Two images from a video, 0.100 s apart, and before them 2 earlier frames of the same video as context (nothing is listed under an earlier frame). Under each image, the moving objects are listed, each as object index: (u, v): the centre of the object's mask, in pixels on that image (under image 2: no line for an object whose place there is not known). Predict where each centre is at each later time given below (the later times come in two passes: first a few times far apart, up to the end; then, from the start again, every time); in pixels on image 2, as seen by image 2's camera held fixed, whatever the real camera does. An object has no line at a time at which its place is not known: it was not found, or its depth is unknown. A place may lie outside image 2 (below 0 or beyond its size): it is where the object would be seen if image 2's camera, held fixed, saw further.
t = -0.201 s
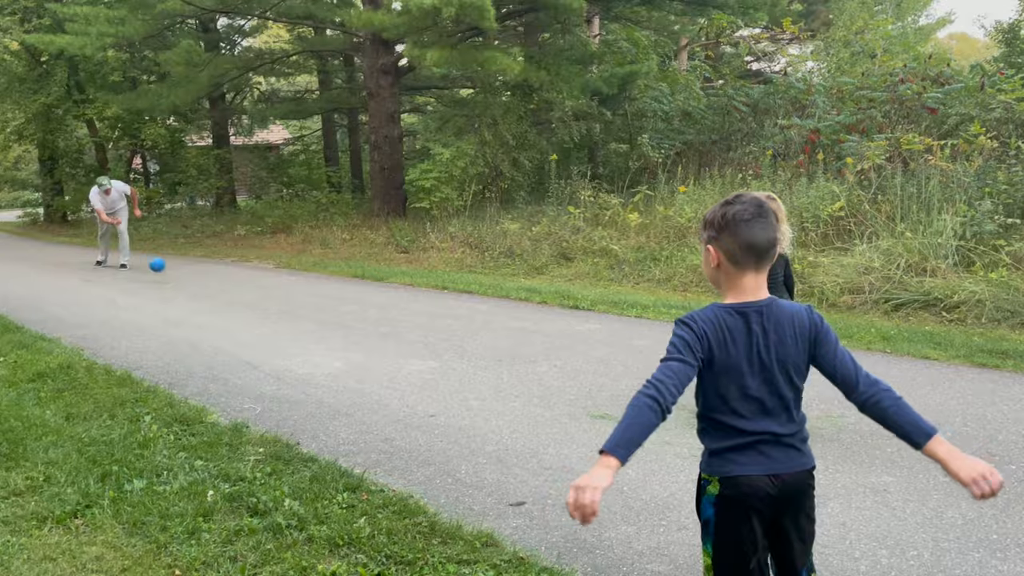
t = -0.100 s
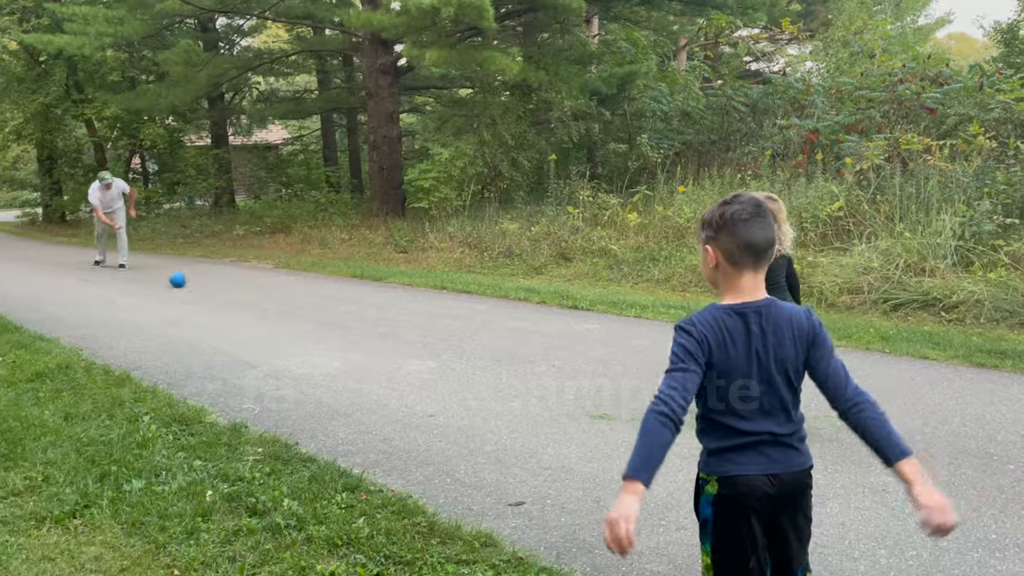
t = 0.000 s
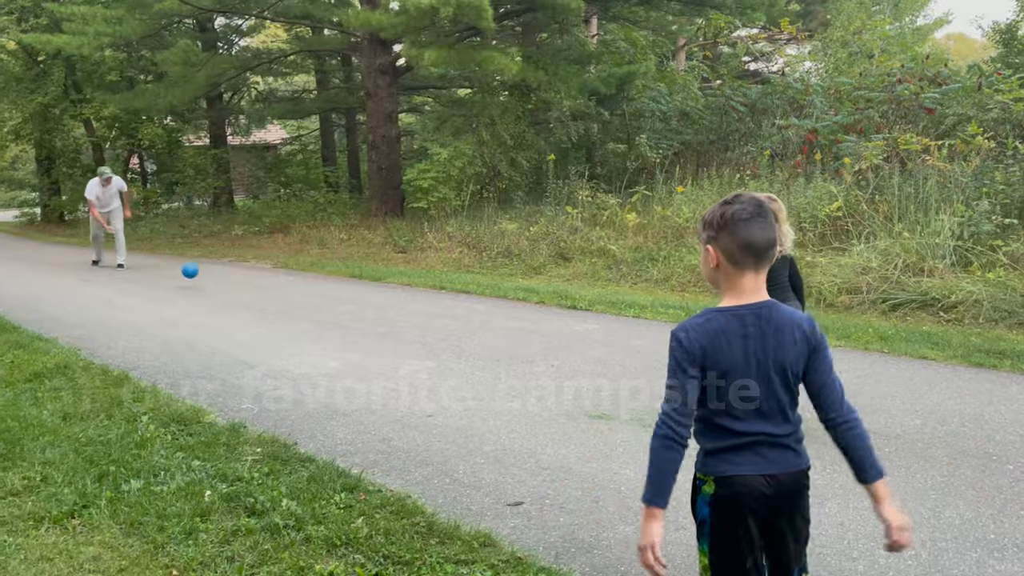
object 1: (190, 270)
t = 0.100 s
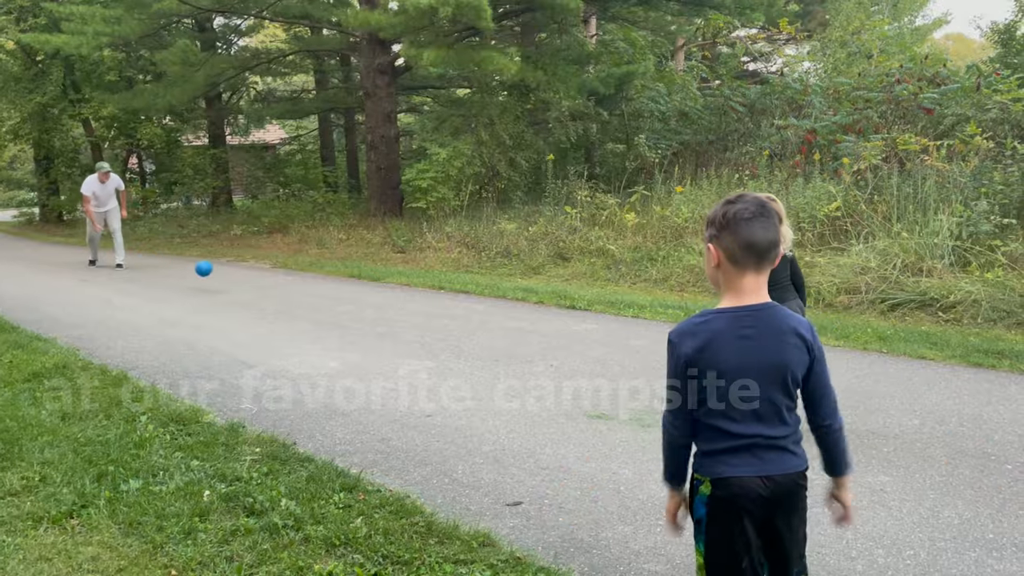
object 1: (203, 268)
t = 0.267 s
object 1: (230, 285)
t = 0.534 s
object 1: (275, 288)
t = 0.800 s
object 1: (322, 296)
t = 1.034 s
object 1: (365, 303)
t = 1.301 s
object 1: (417, 314)
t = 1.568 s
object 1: (471, 321)
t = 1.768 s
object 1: (513, 327)
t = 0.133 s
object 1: (208, 270)
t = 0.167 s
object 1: (213, 272)
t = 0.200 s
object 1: (219, 275)
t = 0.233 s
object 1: (225, 279)
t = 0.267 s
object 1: (230, 285)
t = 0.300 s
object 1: (236, 290)
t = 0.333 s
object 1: (242, 287)
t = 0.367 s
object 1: (247, 285)
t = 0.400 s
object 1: (252, 283)
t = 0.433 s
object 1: (258, 283)
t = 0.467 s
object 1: (263, 283)
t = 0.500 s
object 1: (269, 285)
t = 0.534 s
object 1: (275, 288)
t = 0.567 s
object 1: (281, 293)
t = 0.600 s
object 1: (287, 297)
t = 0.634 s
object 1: (293, 296)
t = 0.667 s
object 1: (298, 294)
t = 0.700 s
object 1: (304, 293)
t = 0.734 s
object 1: (310, 293)
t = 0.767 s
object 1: (316, 294)
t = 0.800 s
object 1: (322, 296)
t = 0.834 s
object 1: (328, 300)
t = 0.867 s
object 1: (334, 304)
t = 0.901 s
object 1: (340, 305)
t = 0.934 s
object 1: (346, 303)
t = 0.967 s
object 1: (352, 302)
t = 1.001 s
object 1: (359, 302)
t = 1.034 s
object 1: (365, 303)
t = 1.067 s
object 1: (371, 306)
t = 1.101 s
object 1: (378, 310)
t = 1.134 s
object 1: (384, 312)
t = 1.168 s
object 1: (391, 310)
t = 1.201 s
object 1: (397, 309)
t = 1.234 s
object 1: (404, 309)
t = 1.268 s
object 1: (410, 311)
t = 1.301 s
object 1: (417, 314)
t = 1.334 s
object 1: (424, 318)
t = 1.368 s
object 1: (431, 316)
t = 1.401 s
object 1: (437, 315)
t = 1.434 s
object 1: (444, 315)
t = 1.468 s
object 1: (450, 316)
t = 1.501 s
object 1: (457, 319)
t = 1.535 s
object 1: (464, 322)
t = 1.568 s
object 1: (471, 321)
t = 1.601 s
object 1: (478, 320)
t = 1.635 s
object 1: (485, 321)
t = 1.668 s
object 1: (491, 323)
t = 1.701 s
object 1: (499, 326)
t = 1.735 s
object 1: (506, 326)
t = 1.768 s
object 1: (513, 327)
